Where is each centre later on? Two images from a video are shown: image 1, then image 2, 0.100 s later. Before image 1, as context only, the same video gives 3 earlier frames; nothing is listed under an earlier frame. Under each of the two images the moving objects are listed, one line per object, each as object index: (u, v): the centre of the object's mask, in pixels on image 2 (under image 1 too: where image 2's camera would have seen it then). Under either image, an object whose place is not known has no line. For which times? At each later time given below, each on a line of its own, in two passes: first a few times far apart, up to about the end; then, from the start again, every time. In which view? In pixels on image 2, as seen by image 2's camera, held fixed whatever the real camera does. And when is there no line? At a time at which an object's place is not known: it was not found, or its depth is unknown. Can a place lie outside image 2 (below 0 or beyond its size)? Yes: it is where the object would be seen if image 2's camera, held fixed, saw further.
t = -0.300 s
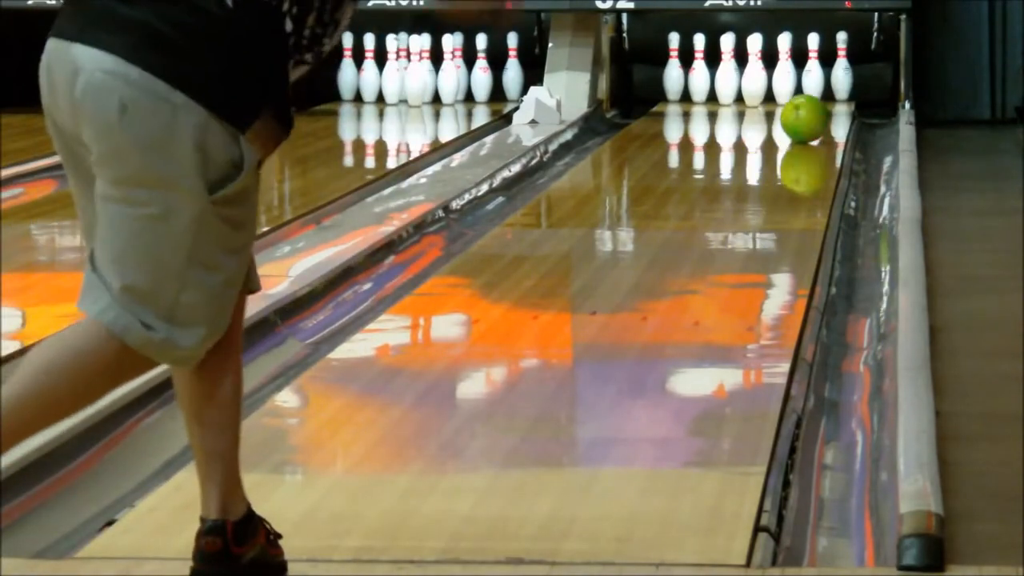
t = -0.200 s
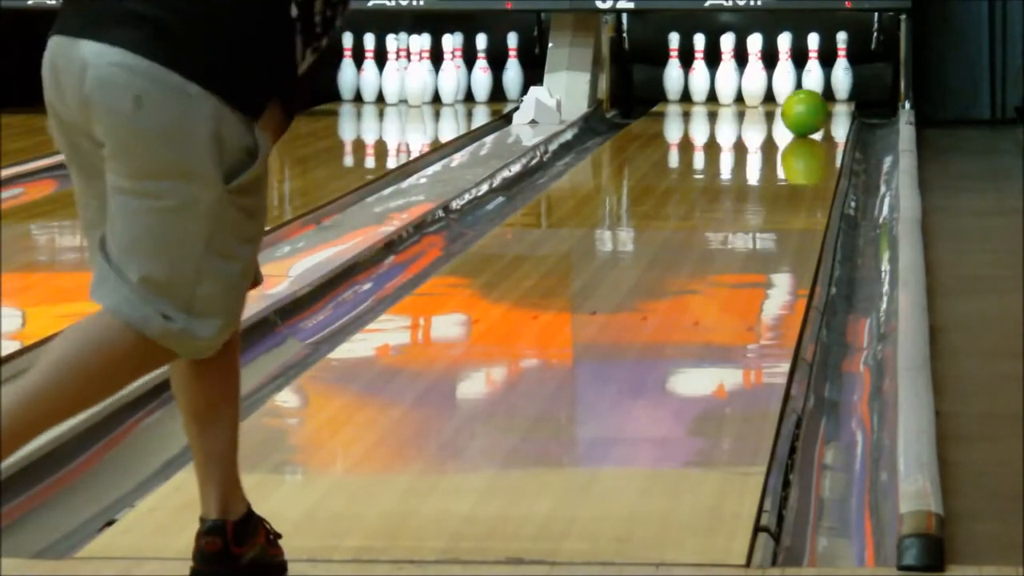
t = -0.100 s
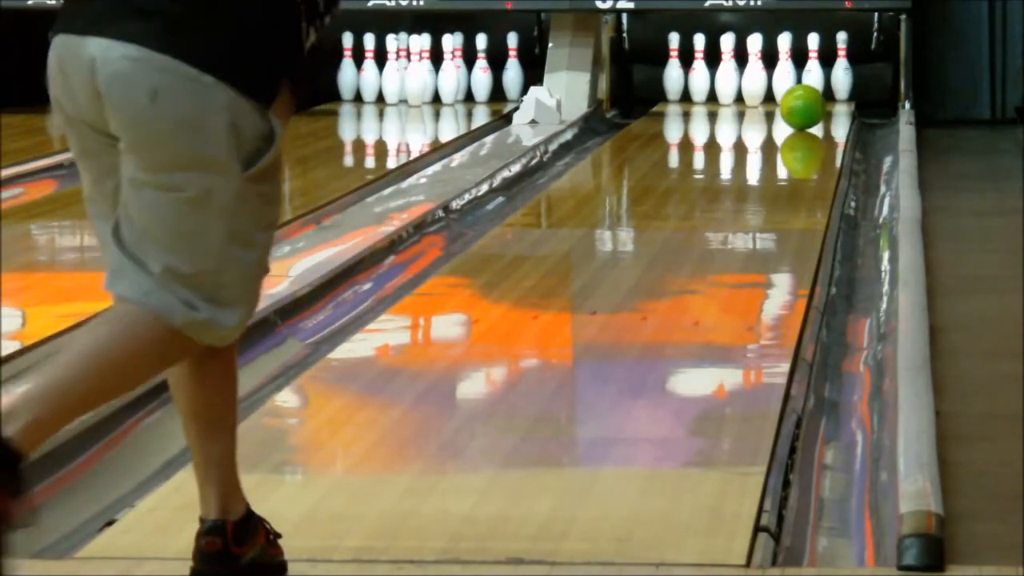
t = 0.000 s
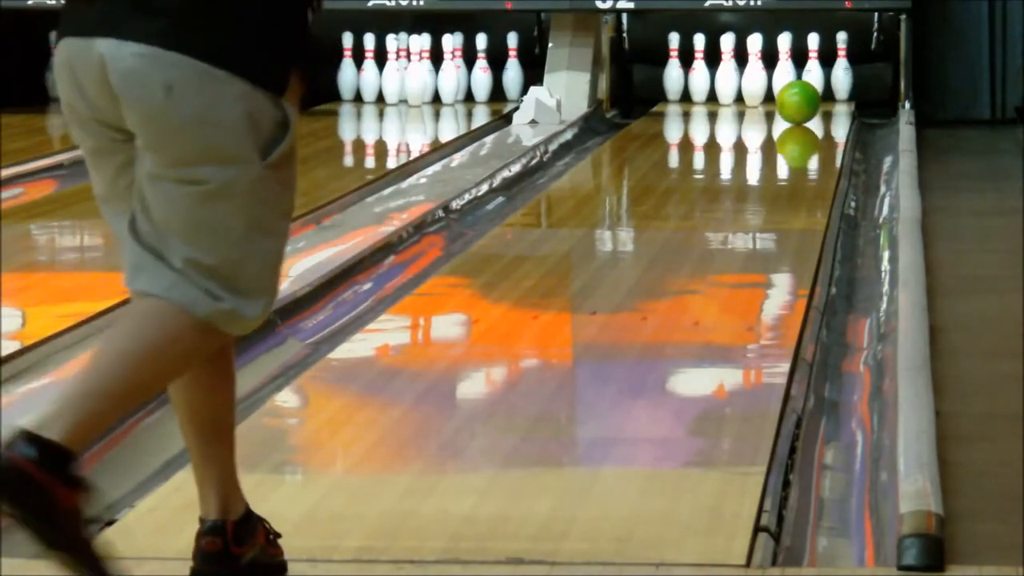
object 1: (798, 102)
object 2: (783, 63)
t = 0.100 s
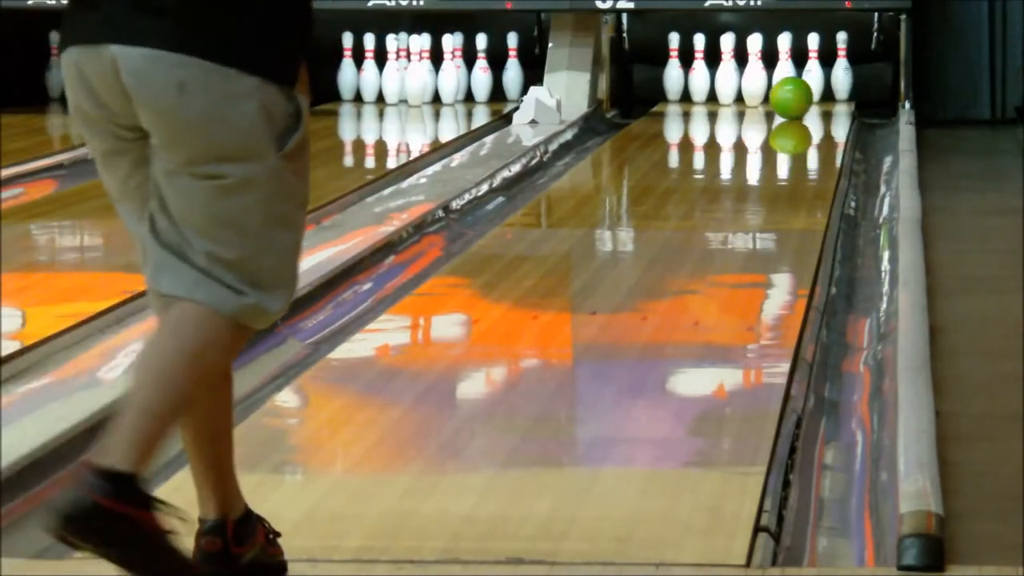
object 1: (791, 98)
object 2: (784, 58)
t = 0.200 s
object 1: (782, 93)
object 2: (785, 54)
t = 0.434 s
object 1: (769, 85)
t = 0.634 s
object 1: (765, 81)
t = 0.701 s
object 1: (761, 80)
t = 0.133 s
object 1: (789, 97)
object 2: (784, 56)
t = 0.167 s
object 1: (785, 95)
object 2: (784, 55)
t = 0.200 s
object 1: (782, 93)
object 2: (785, 54)
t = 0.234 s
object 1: (780, 92)
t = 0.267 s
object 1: (776, 90)
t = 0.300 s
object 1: (773, 89)
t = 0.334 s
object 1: (771, 87)
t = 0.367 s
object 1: (772, 86)
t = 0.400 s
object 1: (770, 86)
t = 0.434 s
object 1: (769, 85)
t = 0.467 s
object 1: (769, 84)
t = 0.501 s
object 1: (769, 84)
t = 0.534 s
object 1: (768, 83)
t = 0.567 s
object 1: (767, 82)
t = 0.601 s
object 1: (767, 82)
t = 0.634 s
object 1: (765, 81)
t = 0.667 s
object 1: (764, 81)
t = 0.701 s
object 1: (761, 80)
